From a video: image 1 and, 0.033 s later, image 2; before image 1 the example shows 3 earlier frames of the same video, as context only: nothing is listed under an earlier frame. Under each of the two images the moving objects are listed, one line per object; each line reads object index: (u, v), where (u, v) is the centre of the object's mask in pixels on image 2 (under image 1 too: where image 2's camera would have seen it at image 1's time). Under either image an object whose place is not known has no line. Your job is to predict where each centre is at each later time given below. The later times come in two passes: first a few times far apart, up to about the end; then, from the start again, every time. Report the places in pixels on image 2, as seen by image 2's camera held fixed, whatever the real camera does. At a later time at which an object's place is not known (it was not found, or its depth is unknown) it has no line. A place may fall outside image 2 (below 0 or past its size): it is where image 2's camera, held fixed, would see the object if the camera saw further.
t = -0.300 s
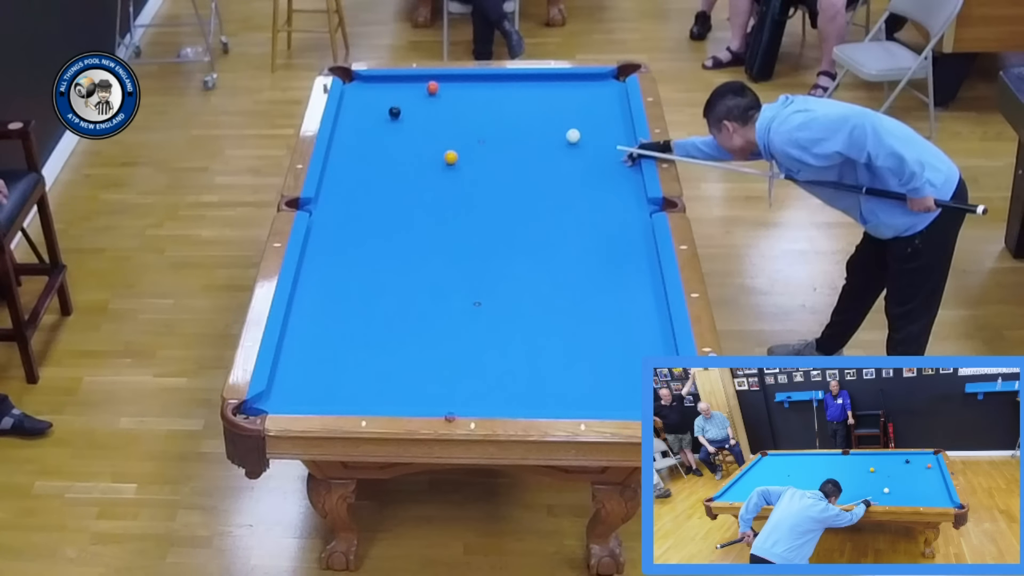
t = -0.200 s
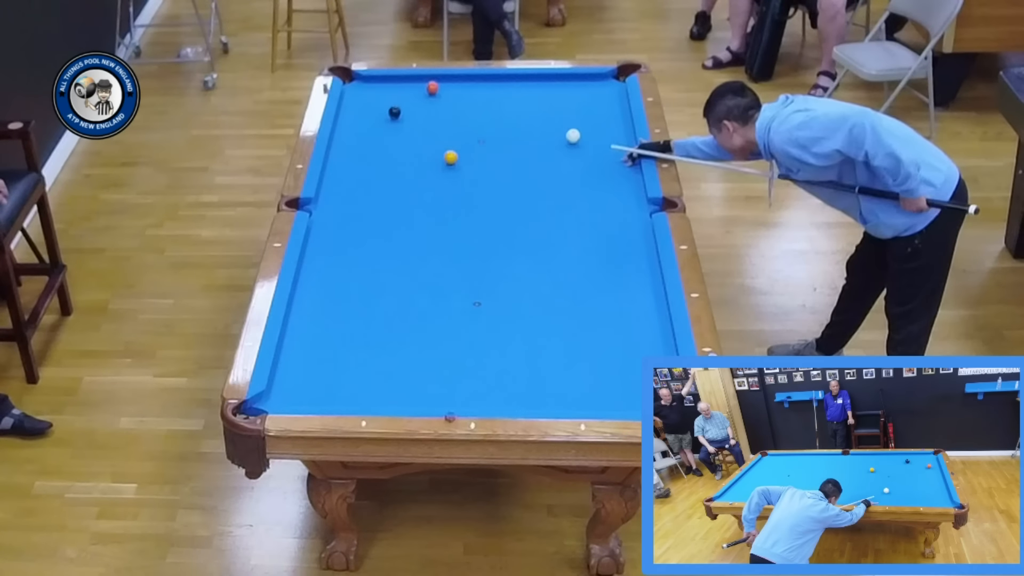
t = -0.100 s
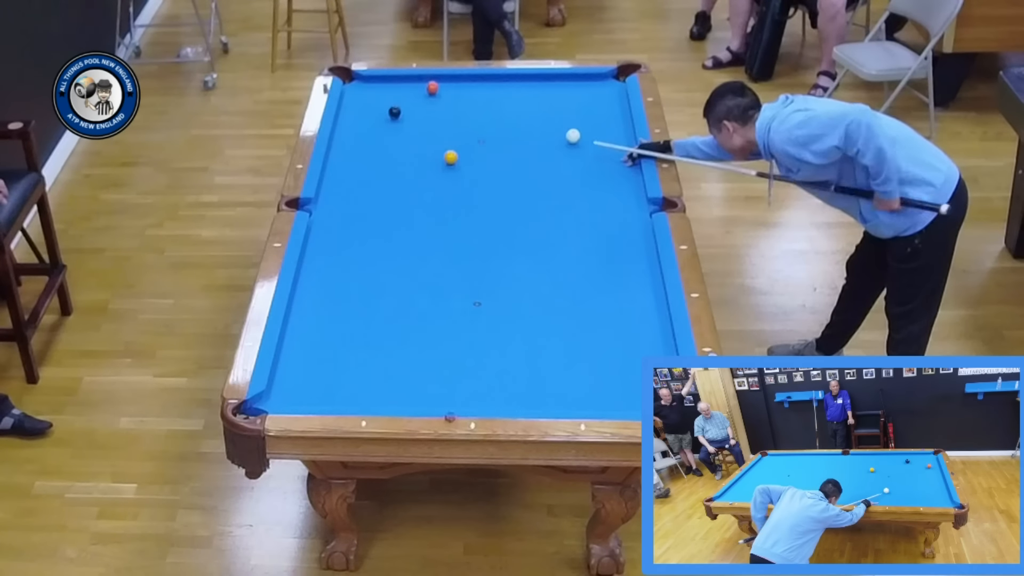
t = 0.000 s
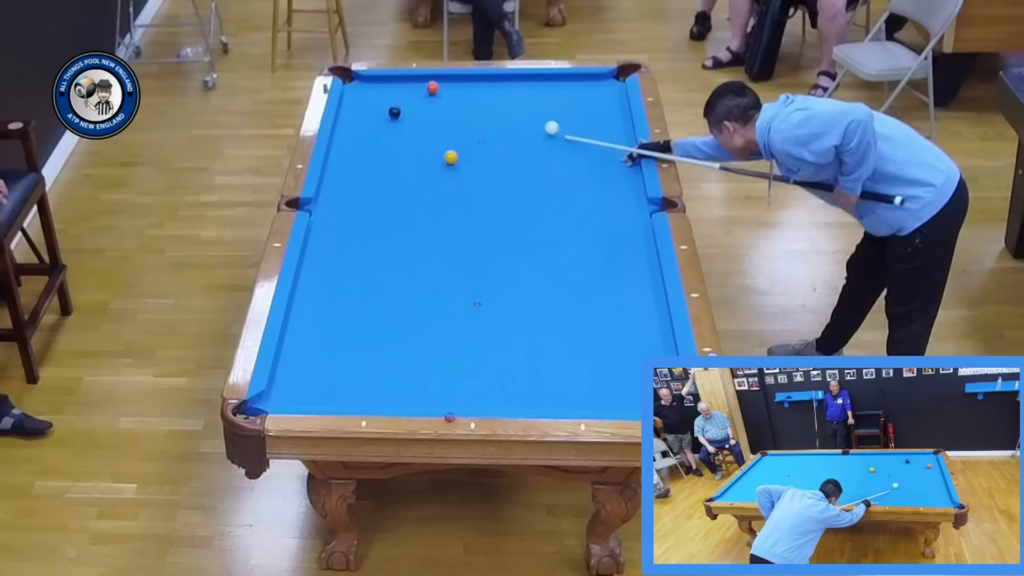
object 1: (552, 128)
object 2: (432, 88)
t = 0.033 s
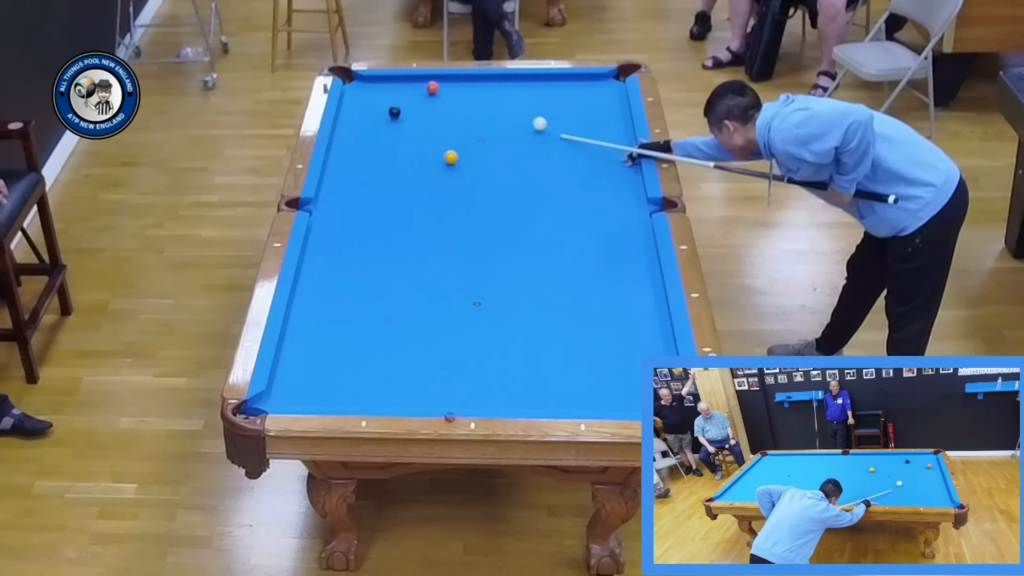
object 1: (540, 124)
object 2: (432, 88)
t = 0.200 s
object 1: (490, 106)
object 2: (432, 88)
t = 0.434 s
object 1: (445, 89)
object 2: (432, 88)
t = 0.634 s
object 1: (444, 79)
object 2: (403, 85)
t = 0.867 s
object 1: (446, 82)
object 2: (374, 83)
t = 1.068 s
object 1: (451, 87)
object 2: (350, 80)
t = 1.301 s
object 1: (455, 93)
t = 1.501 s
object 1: (459, 98)
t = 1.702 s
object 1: (464, 102)
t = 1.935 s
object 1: (468, 107)
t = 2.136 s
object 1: (472, 111)
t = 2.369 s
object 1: (476, 115)
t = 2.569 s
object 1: (480, 119)
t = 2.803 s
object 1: (484, 122)
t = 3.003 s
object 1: (487, 125)
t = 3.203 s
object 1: (490, 128)
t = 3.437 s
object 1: (493, 130)
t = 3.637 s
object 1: (495, 132)
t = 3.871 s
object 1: (497, 134)
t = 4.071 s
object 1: (498, 135)
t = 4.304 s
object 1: (499, 136)
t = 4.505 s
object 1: (500, 136)
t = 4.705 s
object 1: (500, 136)
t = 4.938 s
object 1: (500, 137)
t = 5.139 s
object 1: (500, 137)
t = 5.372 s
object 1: (500, 137)
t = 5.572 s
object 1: (500, 136)
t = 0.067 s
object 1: (528, 120)
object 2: (432, 88)
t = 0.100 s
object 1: (518, 116)
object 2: (432, 88)
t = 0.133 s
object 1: (508, 112)
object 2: (432, 88)
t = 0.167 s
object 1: (499, 109)
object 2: (432, 88)
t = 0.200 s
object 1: (490, 106)
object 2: (432, 88)
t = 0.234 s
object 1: (483, 103)
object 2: (432, 88)
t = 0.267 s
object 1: (476, 101)
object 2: (432, 88)
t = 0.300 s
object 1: (469, 98)
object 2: (432, 88)
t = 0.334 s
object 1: (463, 96)
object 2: (432, 88)
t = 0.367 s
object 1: (457, 94)
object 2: (432, 88)
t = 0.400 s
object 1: (451, 91)
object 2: (432, 88)
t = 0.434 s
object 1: (445, 89)
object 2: (432, 88)
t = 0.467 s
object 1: (445, 87)
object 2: (428, 88)
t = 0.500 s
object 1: (445, 86)
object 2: (422, 87)
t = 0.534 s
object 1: (445, 84)
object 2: (416, 87)
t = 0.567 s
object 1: (444, 82)
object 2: (412, 86)
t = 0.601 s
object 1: (444, 81)
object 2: (407, 86)
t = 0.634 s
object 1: (444, 79)
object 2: (403, 85)
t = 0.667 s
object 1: (443, 78)
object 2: (399, 85)
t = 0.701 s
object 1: (443, 78)
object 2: (395, 84)
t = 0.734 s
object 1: (444, 78)
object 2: (390, 84)
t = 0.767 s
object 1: (444, 79)
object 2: (386, 84)
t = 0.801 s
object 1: (445, 80)
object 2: (382, 83)
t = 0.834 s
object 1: (446, 81)
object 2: (378, 83)
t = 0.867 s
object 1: (446, 82)
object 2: (374, 83)
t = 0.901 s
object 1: (447, 83)
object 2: (370, 82)
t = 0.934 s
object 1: (448, 84)
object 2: (366, 82)
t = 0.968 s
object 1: (449, 85)
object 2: (362, 81)
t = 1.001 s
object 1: (449, 85)
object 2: (358, 81)
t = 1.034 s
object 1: (450, 86)
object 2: (354, 80)
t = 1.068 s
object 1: (451, 87)
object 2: (350, 80)
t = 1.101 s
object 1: (451, 88)
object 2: (346, 79)
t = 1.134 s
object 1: (452, 89)
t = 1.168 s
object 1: (453, 90)
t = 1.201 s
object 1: (453, 90)
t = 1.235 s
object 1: (454, 91)
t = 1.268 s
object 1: (455, 92)
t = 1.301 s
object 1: (455, 93)
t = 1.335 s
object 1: (456, 94)
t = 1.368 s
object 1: (457, 95)
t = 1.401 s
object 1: (457, 95)
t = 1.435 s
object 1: (458, 96)
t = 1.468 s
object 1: (459, 97)
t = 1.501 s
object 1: (459, 98)
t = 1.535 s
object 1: (460, 98)
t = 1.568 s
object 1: (461, 99)
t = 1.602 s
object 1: (462, 100)
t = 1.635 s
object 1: (462, 101)
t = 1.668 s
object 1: (463, 101)
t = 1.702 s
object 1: (464, 102)
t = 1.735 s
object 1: (464, 103)
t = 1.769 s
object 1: (465, 104)
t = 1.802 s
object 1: (465, 104)
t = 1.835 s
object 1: (466, 105)
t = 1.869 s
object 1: (467, 106)
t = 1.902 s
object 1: (468, 107)
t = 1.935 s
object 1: (468, 107)
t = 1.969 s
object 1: (469, 108)
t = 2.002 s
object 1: (469, 108)
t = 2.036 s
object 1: (470, 109)
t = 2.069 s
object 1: (471, 110)
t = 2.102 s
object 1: (471, 110)
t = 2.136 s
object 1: (472, 111)
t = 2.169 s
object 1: (473, 112)
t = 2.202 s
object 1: (473, 112)
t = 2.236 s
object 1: (474, 113)
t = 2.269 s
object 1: (475, 114)
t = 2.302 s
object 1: (475, 114)
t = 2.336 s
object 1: (476, 115)
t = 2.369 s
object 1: (476, 115)
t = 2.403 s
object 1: (477, 116)
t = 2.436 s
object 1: (478, 117)
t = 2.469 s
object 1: (478, 117)
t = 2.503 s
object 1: (479, 118)
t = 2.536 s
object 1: (480, 118)
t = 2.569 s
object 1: (480, 119)
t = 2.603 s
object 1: (480, 119)
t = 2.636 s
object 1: (481, 120)
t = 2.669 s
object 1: (482, 121)
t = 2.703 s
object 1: (482, 121)
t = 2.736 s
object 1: (483, 121)
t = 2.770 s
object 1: (483, 122)
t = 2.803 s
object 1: (484, 122)
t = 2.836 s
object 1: (484, 123)
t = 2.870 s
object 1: (485, 123)
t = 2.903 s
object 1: (485, 124)
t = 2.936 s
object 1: (486, 124)
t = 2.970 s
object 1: (486, 125)
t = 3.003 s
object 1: (487, 125)
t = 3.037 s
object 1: (487, 126)
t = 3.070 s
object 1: (488, 126)
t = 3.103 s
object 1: (488, 126)
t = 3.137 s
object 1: (489, 127)
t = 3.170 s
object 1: (489, 127)
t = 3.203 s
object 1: (490, 128)
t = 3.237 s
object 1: (490, 128)
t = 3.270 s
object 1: (490, 128)
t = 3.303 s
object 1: (491, 129)
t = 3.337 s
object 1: (491, 129)
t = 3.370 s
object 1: (492, 129)
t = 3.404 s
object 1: (492, 130)
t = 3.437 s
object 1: (493, 130)
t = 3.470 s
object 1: (493, 130)
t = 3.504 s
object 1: (493, 131)
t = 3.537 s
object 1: (494, 131)
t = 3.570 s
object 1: (494, 131)
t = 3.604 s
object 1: (495, 132)
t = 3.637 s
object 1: (495, 132)
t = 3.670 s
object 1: (495, 132)
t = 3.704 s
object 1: (495, 132)
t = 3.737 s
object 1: (496, 133)
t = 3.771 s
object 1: (496, 133)
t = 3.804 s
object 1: (496, 133)
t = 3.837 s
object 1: (496, 133)
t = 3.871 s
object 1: (497, 134)
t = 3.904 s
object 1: (497, 134)
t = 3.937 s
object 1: (497, 134)
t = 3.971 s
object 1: (497, 134)
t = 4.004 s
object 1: (497, 134)
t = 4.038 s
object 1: (498, 135)
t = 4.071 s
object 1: (498, 135)
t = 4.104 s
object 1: (498, 135)
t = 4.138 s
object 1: (498, 135)
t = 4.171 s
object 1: (498, 135)
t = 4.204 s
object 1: (498, 135)
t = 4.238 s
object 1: (499, 136)
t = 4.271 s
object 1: (499, 136)
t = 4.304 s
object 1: (499, 136)
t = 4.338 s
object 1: (499, 136)
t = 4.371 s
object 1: (499, 136)
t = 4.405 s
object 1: (499, 136)
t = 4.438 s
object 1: (500, 136)
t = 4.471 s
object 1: (500, 136)
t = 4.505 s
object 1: (500, 136)
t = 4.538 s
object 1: (500, 136)
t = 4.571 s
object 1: (500, 136)
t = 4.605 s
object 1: (500, 136)
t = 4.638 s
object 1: (500, 136)
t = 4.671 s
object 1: (500, 136)
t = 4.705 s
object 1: (500, 136)
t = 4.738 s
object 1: (500, 137)
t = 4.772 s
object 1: (500, 137)
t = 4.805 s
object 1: (500, 137)
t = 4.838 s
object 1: (500, 137)
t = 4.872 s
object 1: (500, 137)
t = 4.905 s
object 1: (500, 137)
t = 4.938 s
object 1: (500, 137)
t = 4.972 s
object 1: (500, 137)
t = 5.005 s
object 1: (500, 137)
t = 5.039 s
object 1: (500, 137)
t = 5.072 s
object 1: (500, 137)
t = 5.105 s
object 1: (500, 137)
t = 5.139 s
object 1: (500, 137)
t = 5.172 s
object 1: (500, 137)
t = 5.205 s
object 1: (500, 137)
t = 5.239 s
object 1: (500, 137)
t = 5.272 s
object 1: (500, 137)
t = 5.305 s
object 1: (500, 136)
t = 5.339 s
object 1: (500, 136)
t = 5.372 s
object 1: (500, 137)
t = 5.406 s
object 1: (500, 137)
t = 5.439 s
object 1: (500, 137)
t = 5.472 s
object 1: (500, 137)
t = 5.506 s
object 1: (500, 137)
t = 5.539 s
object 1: (500, 137)
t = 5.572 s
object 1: (500, 136)
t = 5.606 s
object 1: (500, 137)
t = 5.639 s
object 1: (500, 137)
